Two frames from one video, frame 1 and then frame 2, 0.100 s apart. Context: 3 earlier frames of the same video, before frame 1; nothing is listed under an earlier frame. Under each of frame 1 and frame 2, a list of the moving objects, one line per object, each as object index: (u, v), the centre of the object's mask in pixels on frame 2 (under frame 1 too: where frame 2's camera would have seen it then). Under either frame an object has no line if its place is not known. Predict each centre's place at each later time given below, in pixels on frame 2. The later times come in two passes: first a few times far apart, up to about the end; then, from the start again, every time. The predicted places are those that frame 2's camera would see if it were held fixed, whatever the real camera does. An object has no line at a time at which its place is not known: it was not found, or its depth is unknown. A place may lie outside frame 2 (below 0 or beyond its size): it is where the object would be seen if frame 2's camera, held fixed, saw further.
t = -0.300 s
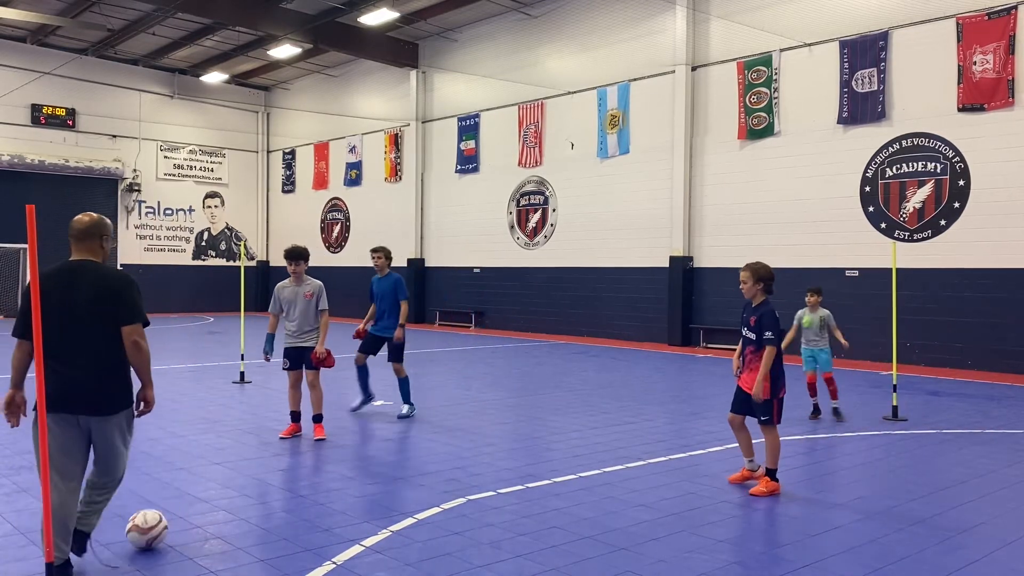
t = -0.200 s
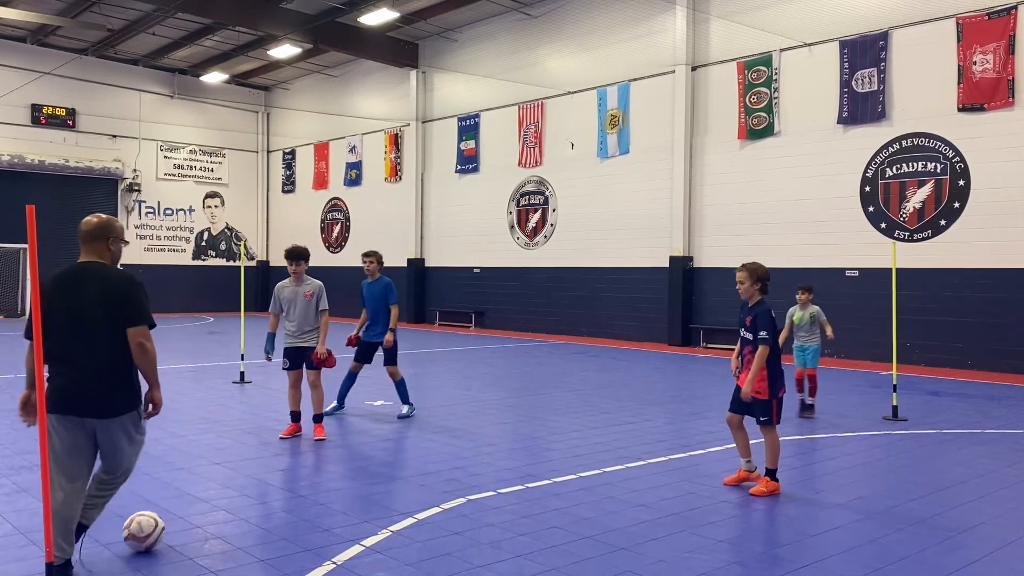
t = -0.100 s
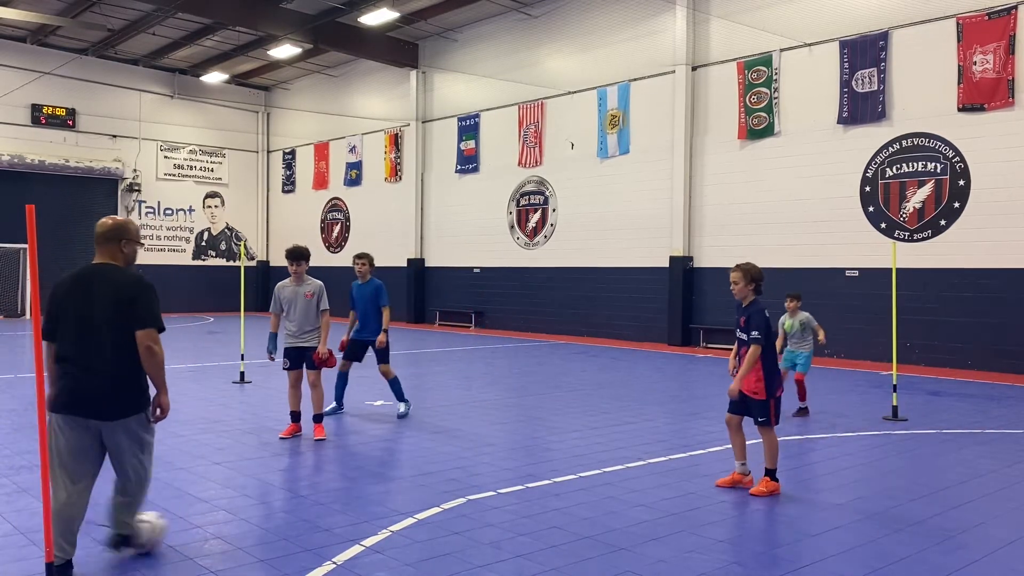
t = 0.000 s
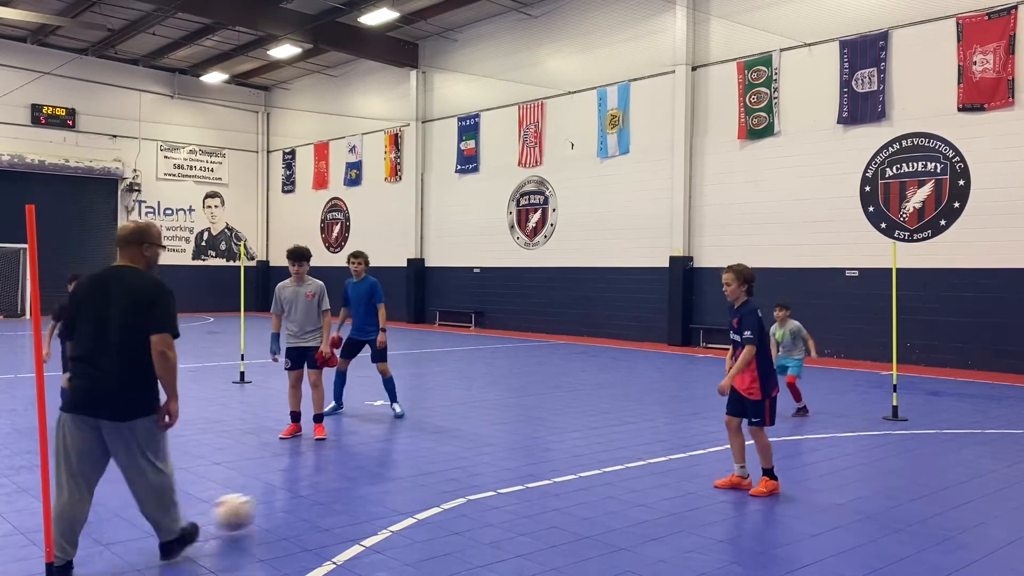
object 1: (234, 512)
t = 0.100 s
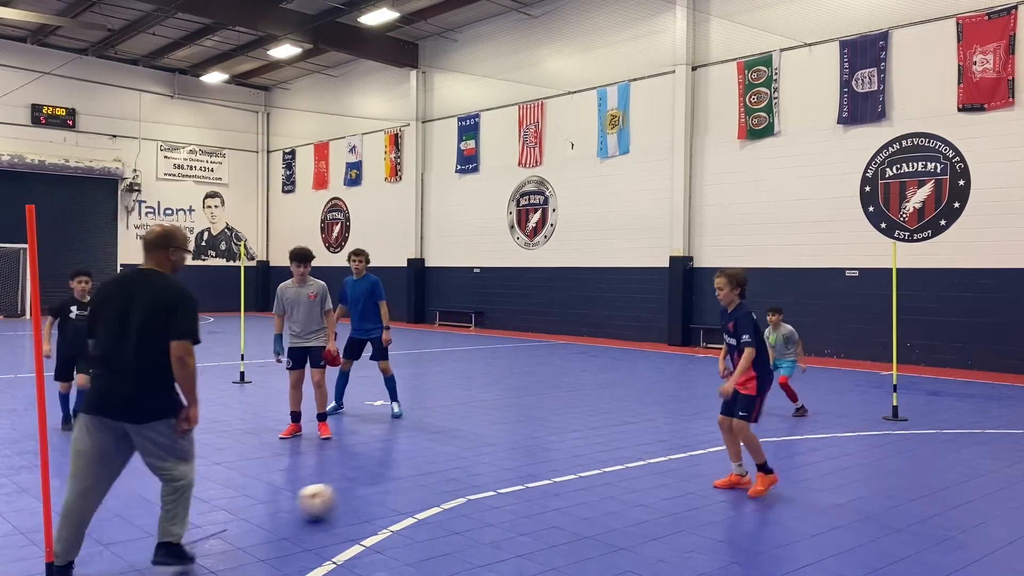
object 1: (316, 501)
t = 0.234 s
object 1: (400, 488)
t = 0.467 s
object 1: (502, 472)
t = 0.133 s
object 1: (340, 498)
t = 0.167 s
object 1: (361, 495)
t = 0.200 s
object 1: (381, 491)
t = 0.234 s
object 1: (400, 488)
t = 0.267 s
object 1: (418, 485)
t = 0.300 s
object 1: (434, 483)
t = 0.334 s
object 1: (450, 480)
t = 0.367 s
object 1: (464, 478)
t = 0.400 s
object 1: (478, 476)
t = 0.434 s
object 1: (490, 474)
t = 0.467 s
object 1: (502, 472)
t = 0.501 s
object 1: (513, 470)
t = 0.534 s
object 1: (524, 468)
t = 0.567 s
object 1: (535, 466)
